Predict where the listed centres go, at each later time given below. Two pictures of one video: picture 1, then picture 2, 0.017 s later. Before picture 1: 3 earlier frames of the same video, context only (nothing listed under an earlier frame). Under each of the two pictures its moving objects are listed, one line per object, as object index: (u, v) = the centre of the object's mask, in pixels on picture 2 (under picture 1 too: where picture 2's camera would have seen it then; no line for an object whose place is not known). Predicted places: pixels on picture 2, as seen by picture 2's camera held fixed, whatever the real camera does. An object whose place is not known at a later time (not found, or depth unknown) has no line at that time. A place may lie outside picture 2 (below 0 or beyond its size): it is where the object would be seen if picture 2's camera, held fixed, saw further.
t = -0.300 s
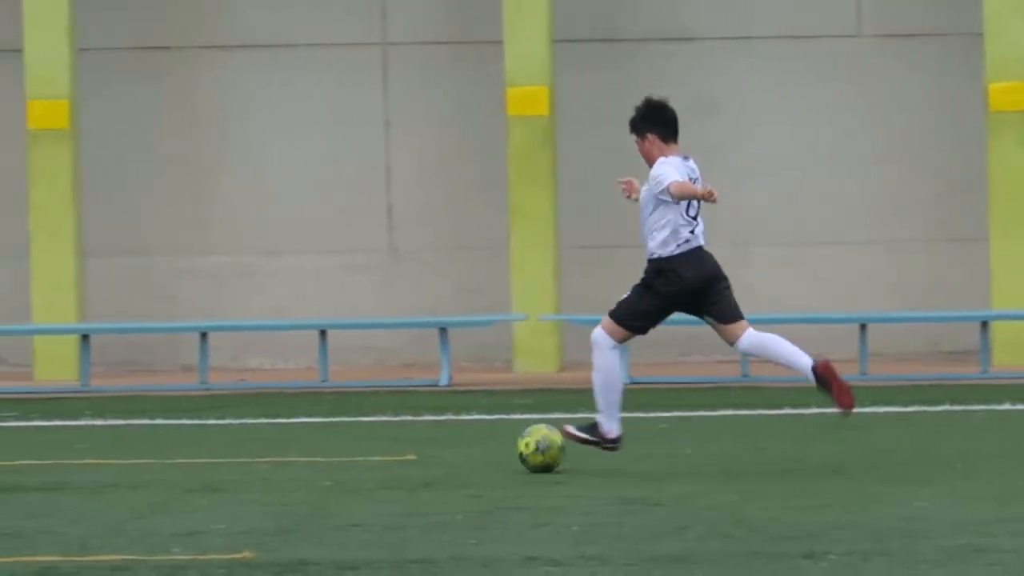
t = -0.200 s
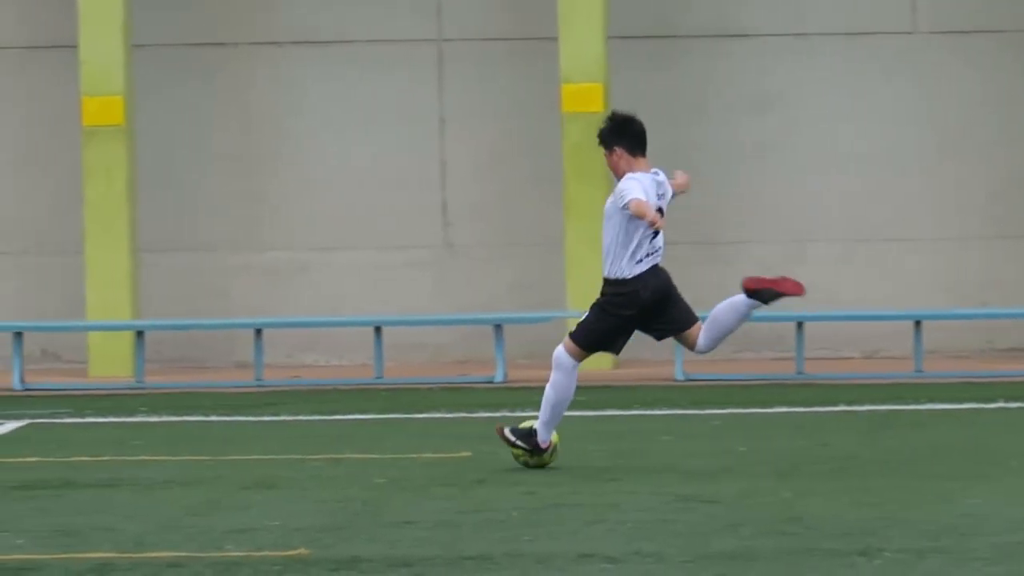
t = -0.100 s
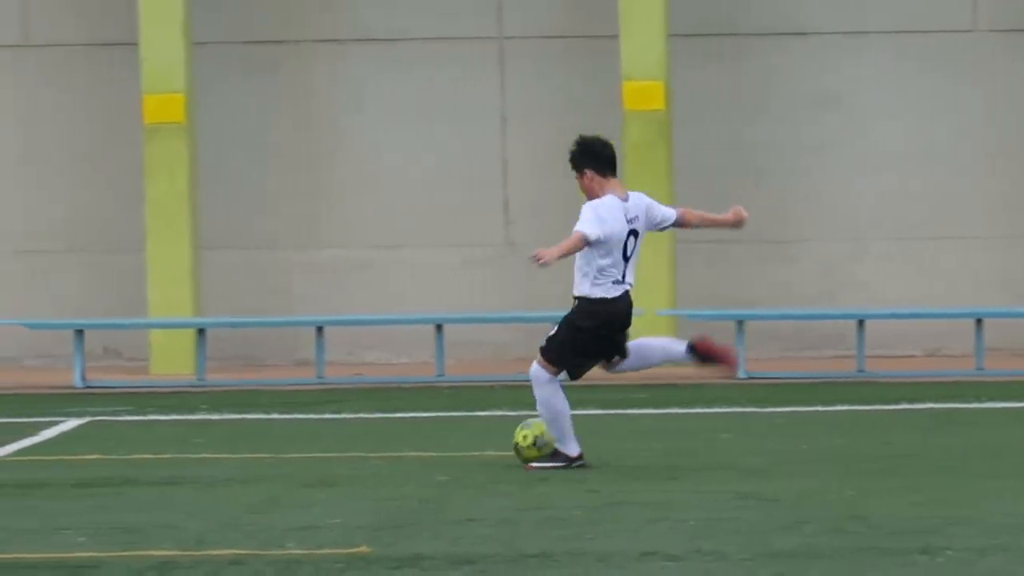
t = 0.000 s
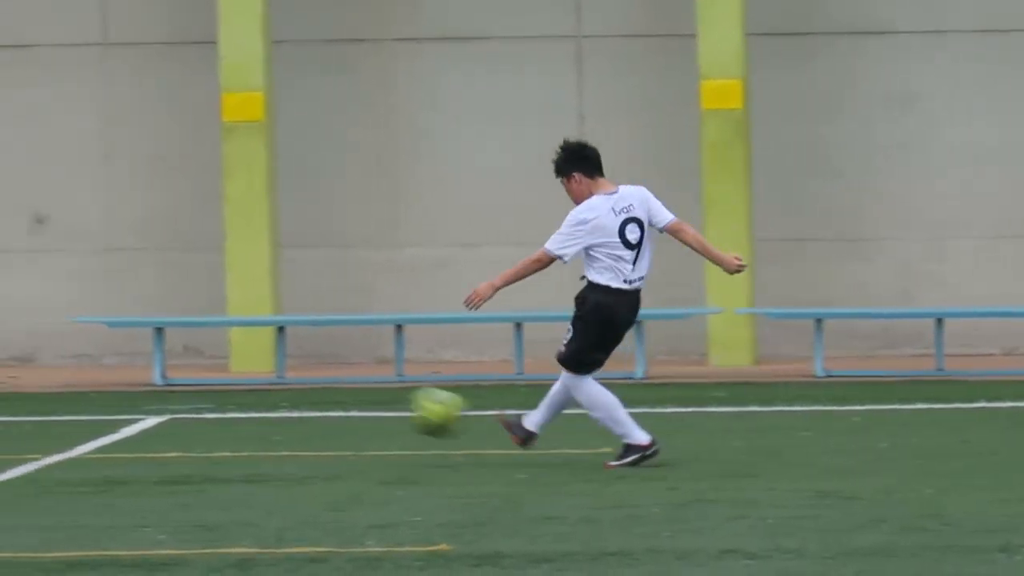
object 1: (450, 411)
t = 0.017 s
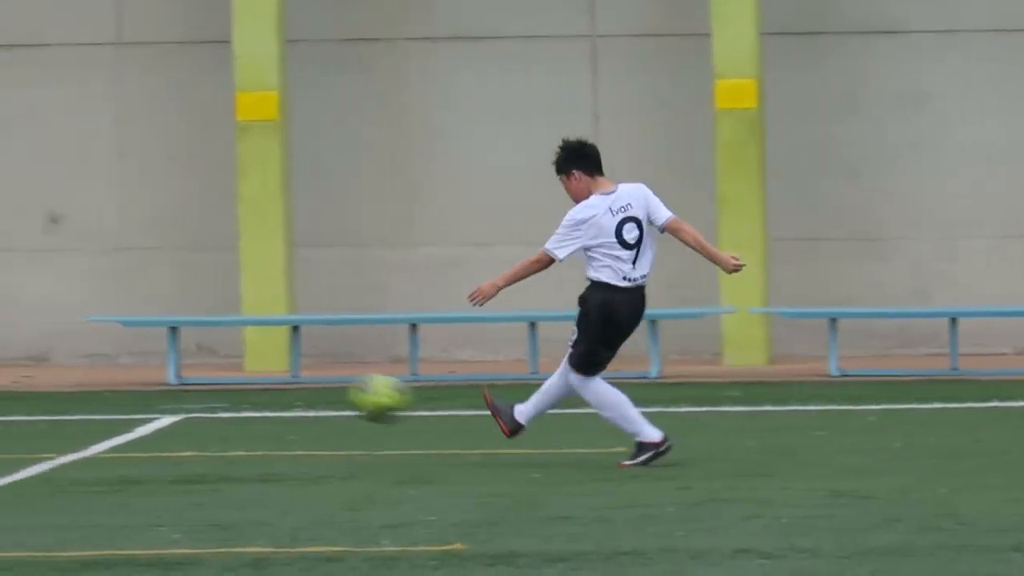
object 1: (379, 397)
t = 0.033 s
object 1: (310, 385)
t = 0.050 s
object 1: (235, 373)
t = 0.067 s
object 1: (163, 361)
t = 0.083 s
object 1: (91, 349)
